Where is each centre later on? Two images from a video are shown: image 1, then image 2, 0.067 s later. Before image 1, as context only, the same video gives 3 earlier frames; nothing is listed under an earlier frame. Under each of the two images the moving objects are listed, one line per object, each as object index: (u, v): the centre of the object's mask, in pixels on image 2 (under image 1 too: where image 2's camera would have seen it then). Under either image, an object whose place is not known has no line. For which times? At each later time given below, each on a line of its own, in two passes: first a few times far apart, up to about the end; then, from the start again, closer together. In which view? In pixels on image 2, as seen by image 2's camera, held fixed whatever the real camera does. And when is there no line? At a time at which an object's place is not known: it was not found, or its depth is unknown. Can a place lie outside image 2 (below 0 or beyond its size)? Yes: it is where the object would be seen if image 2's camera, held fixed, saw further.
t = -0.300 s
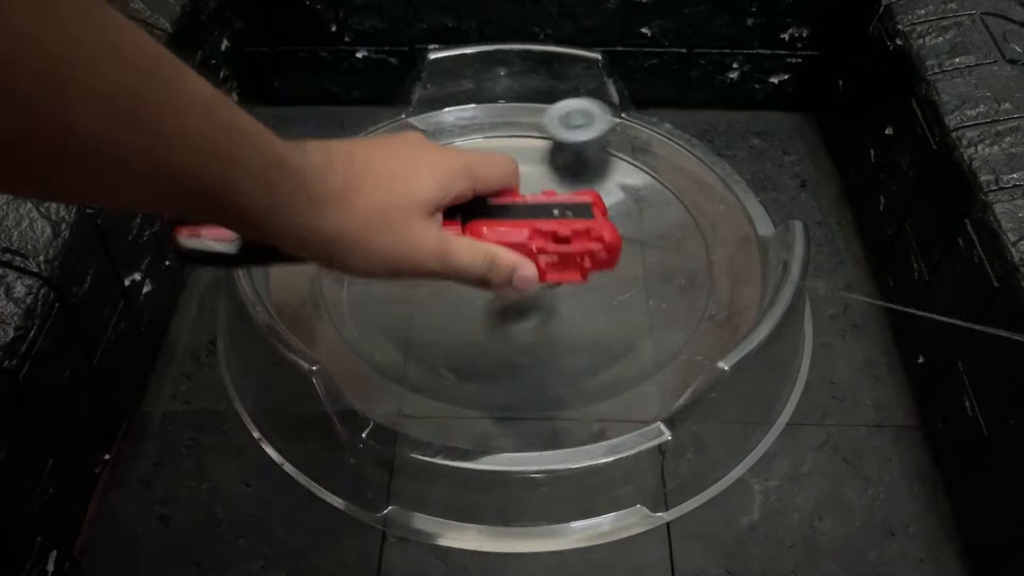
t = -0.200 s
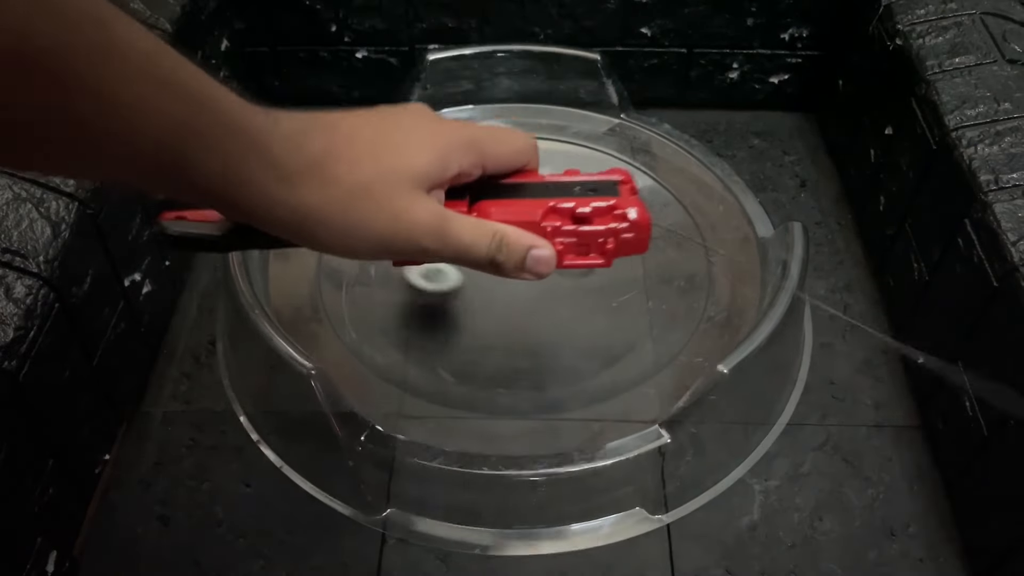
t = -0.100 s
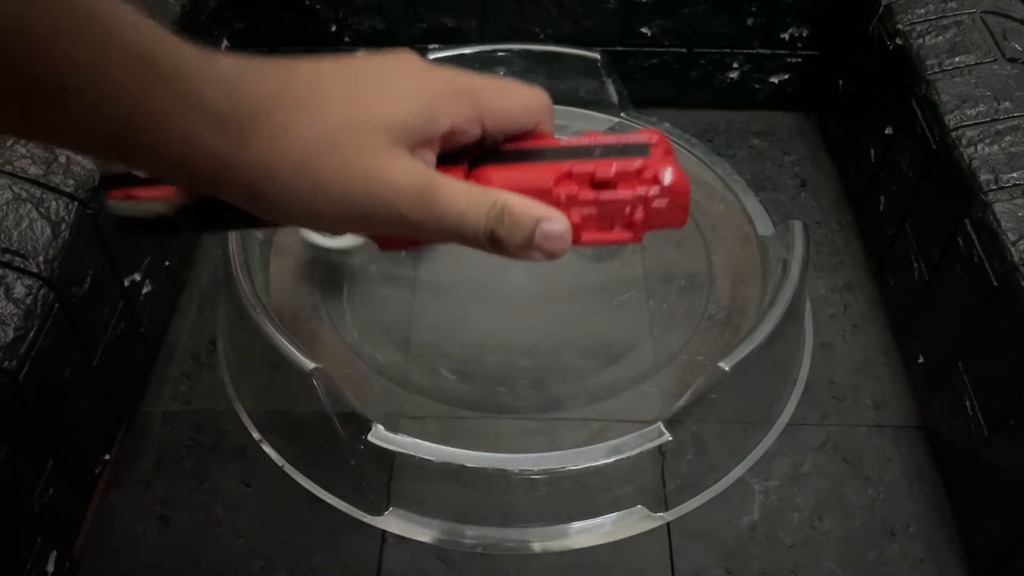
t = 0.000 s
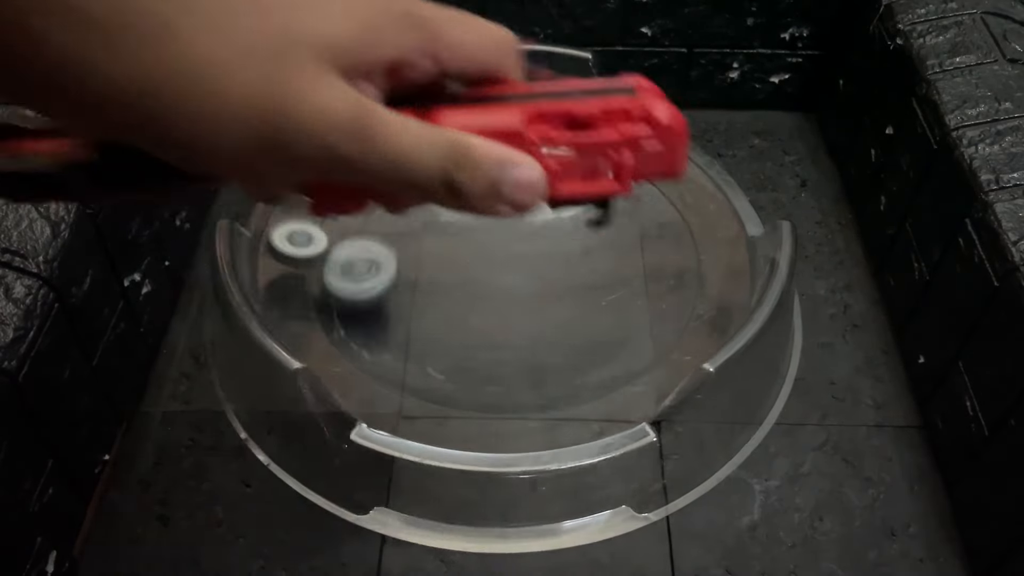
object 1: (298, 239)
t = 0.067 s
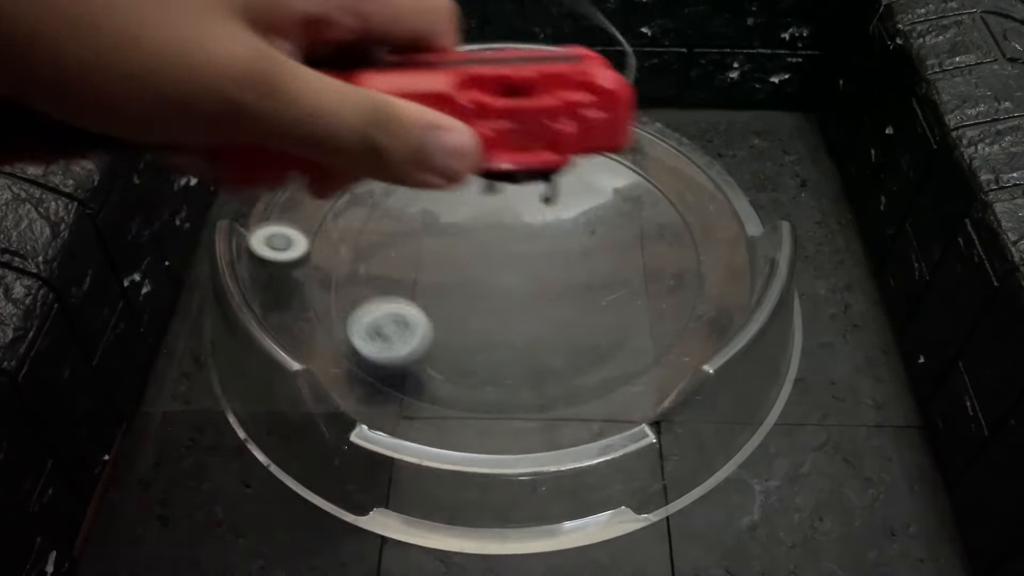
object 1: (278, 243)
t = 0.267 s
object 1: (288, 267)
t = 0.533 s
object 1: (539, 252)
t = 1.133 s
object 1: (339, 264)
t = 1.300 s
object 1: (617, 267)
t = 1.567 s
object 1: (640, 86)
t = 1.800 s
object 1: (737, 113)
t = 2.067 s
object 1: (779, 144)
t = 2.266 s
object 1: (823, 200)
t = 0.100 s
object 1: (281, 247)
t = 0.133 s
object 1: (283, 251)
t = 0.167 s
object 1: (281, 254)
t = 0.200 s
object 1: (277, 257)
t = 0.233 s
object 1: (280, 262)
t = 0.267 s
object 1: (288, 267)
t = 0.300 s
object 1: (305, 272)
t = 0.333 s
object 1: (322, 278)
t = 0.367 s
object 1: (350, 288)
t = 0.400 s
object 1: (385, 298)
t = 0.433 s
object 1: (427, 302)
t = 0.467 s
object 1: (471, 296)
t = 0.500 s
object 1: (510, 278)
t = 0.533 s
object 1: (539, 252)
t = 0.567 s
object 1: (556, 217)
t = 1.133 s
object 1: (339, 264)
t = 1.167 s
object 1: (379, 290)
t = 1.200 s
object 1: (432, 310)
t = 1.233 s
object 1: (499, 315)
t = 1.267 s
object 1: (564, 302)
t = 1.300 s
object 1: (617, 267)
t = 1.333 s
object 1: (653, 223)
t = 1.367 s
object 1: (668, 174)
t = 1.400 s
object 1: (661, 125)
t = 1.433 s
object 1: (641, 89)
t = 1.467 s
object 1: (636, 66)
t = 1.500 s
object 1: (639, 56)
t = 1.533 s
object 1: (634, 66)
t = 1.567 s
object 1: (640, 86)
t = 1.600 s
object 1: (652, 101)
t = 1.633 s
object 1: (664, 95)
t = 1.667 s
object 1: (674, 97)
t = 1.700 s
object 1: (683, 111)
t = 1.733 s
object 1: (700, 109)
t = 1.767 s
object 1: (719, 112)
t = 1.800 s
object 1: (737, 113)
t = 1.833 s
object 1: (756, 113)
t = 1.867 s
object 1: (774, 111)
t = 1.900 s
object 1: (795, 108)
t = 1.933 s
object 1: (797, 105)
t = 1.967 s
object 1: (781, 111)
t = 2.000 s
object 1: (774, 122)
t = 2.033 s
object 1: (775, 132)
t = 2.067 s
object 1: (779, 144)
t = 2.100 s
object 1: (787, 152)
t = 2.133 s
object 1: (797, 162)
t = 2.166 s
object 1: (801, 167)
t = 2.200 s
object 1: (809, 177)
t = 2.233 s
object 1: (816, 189)
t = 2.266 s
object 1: (823, 200)
